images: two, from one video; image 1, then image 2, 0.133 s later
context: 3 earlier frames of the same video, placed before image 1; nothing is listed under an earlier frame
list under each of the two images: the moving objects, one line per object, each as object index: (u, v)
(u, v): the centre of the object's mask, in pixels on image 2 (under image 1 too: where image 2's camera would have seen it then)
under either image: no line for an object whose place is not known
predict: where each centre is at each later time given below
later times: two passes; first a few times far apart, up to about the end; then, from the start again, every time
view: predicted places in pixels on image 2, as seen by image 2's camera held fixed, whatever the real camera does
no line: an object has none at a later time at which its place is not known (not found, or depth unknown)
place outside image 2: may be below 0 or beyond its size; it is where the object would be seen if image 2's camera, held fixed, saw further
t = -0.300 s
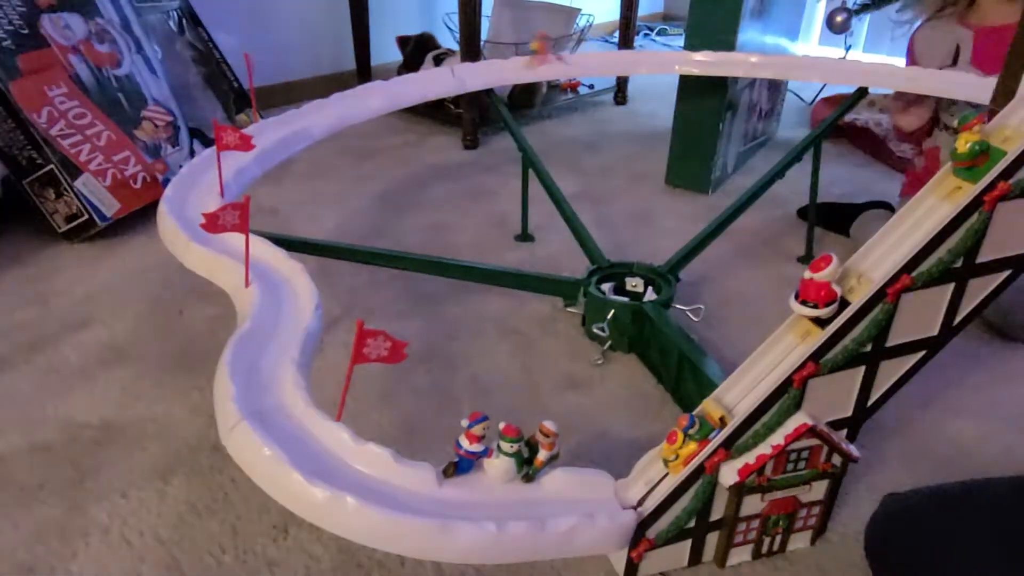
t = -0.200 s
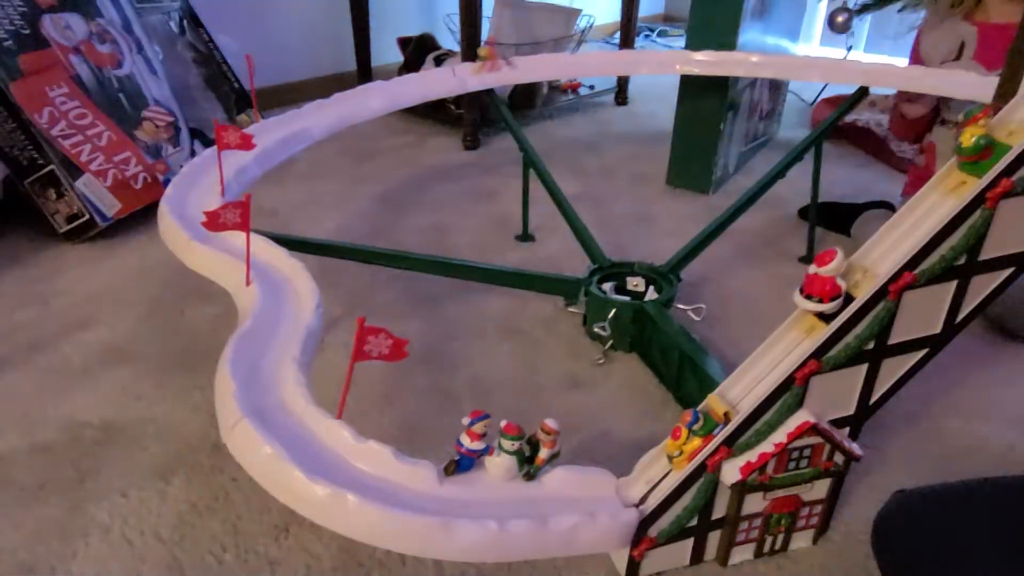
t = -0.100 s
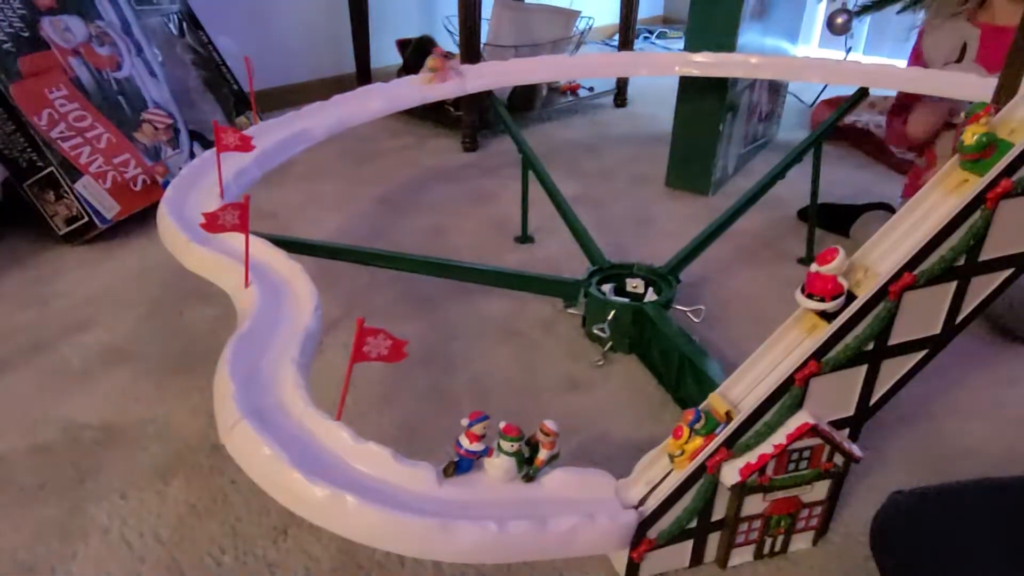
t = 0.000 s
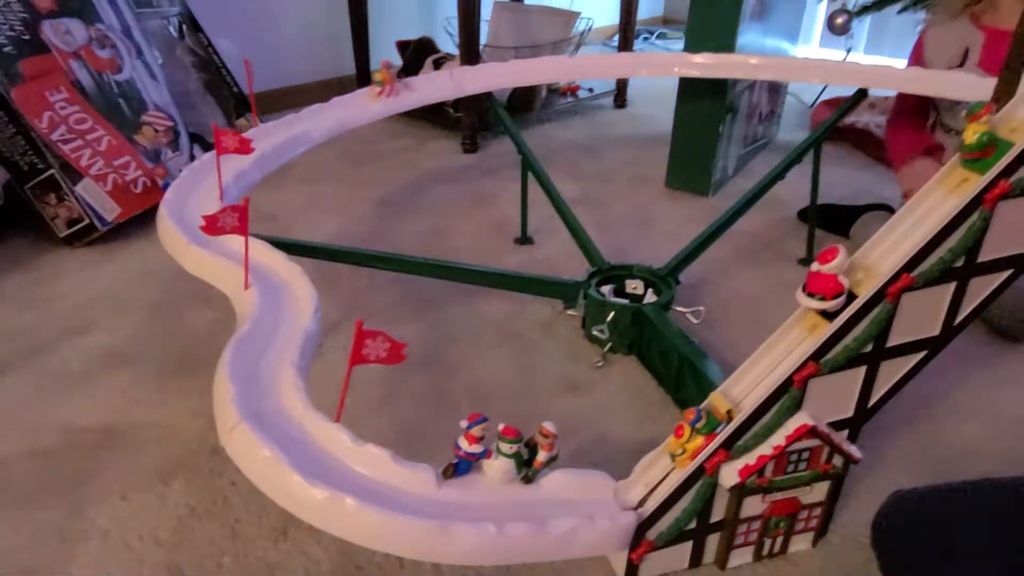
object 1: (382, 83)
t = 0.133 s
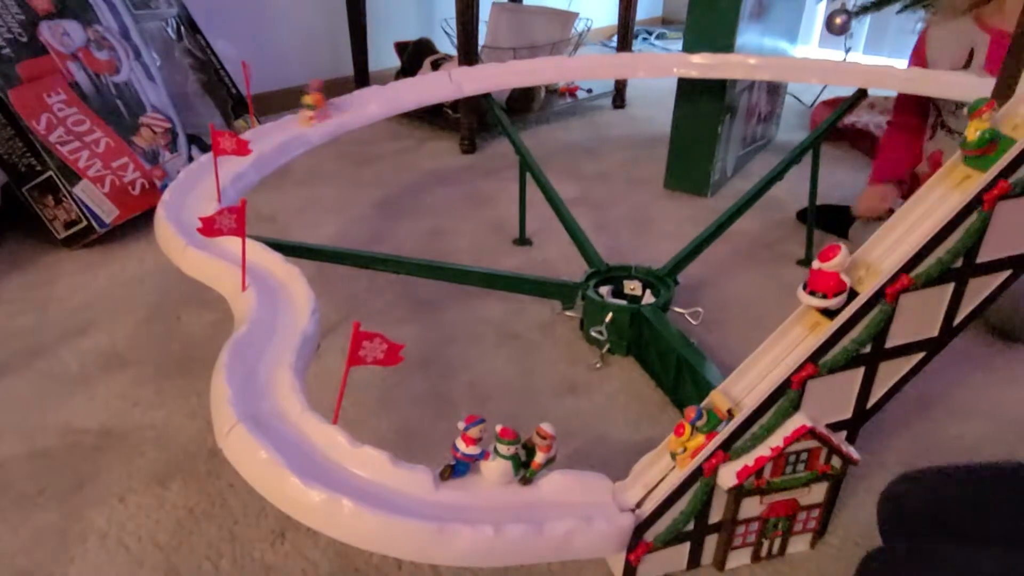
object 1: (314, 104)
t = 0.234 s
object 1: (266, 126)
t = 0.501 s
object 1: (184, 207)
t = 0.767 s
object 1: (287, 307)
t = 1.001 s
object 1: (285, 407)
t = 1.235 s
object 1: (422, 494)
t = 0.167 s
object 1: (298, 112)
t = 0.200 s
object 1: (282, 118)
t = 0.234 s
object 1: (266, 126)
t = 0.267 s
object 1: (253, 129)
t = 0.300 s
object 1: (237, 126)
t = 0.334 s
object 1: (222, 166)
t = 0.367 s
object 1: (203, 163)
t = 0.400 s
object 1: (193, 173)
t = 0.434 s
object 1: (186, 185)
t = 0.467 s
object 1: (182, 199)
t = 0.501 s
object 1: (184, 207)
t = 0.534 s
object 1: (191, 218)
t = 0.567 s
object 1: (201, 233)
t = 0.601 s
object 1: (223, 248)
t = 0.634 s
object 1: (251, 257)
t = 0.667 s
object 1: (268, 264)
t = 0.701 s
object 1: (280, 278)
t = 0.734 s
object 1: (287, 291)
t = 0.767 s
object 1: (287, 307)
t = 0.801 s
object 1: (282, 320)
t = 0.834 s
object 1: (274, 337)
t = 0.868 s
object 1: (264, 352)
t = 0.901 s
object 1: (258, 366)
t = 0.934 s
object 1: (259, 385)
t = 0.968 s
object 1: (267, 398)
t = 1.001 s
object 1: (285, 407)
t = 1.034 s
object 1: (298, 422)
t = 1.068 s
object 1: (311, 436)
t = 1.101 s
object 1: (322, 447)
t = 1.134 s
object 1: (337, 464)
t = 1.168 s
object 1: (362, 480)
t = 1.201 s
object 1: (393, 489)
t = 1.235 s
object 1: (422, 494)
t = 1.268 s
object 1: (455, 498)
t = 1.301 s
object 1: (489, 498)
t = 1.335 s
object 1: (519, 498)
